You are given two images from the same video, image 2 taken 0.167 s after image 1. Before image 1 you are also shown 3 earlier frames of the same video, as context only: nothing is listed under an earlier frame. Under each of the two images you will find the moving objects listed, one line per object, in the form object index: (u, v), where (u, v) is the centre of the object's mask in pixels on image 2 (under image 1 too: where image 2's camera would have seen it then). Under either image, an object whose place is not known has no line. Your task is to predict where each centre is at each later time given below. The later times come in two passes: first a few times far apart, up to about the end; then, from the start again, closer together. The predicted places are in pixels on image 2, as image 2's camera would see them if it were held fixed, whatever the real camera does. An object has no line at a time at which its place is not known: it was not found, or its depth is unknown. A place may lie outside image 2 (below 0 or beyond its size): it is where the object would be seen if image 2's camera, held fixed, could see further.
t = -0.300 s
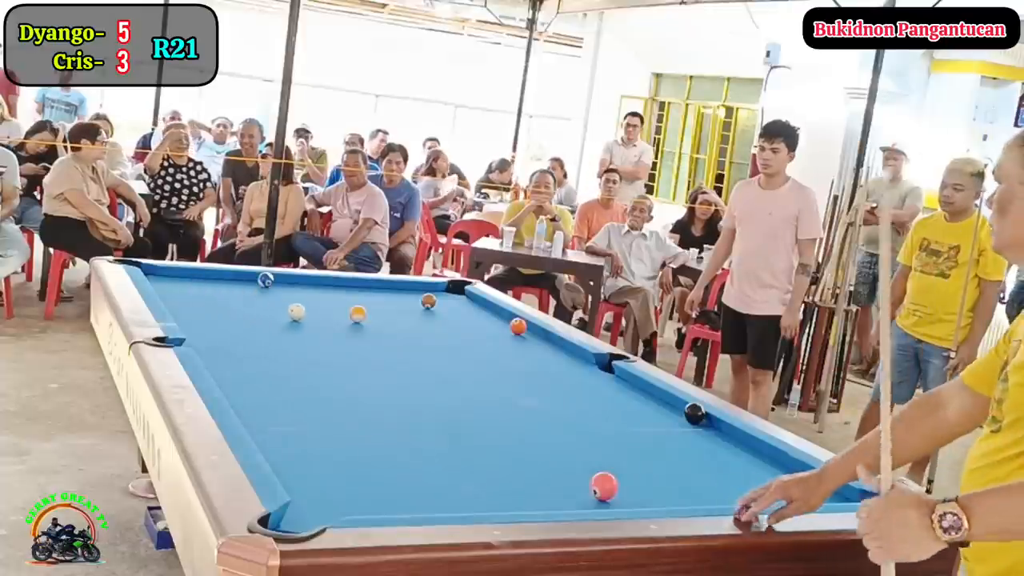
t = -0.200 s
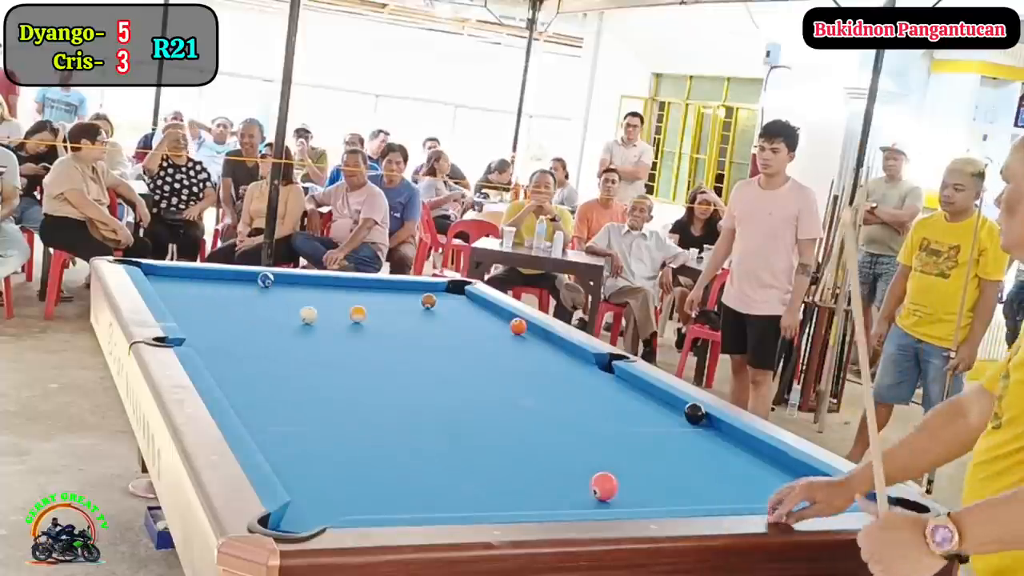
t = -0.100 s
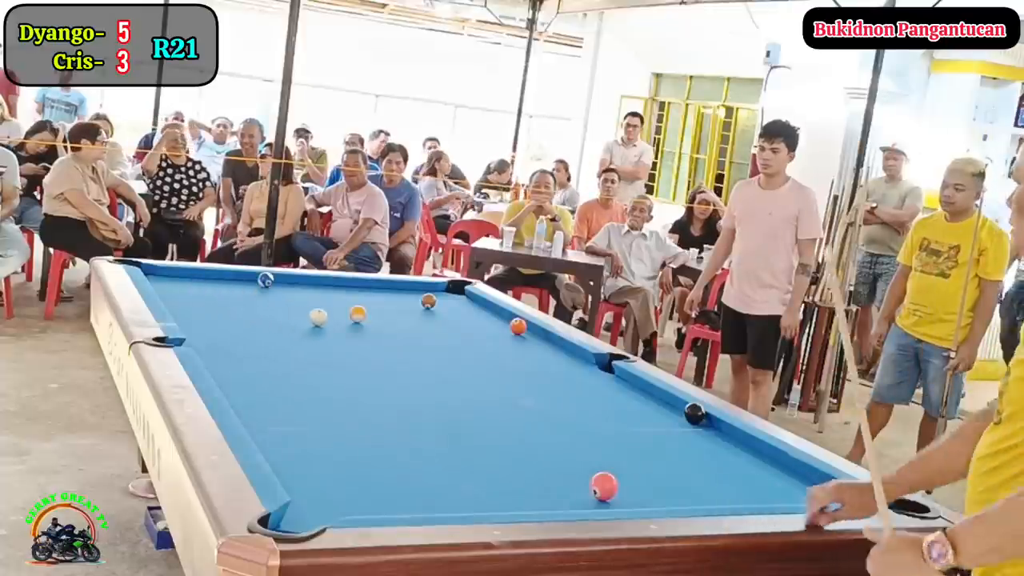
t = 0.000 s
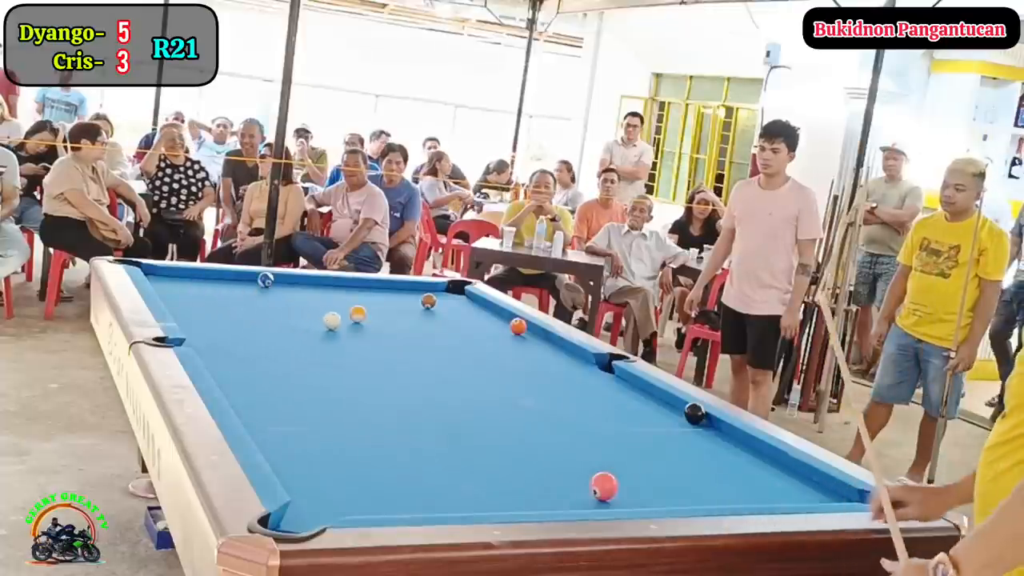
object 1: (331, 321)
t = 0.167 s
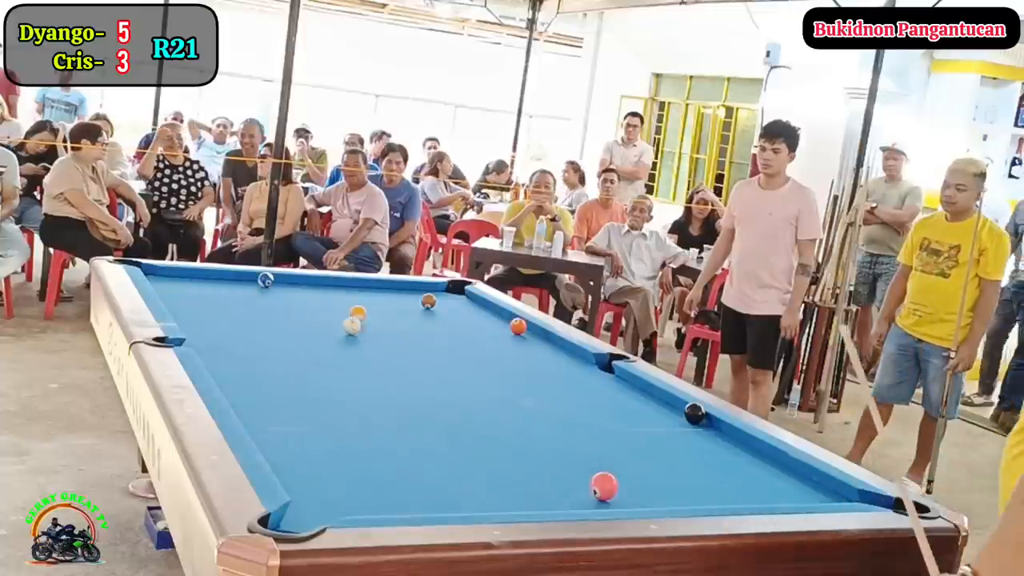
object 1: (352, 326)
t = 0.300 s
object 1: (367, 329)
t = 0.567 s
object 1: (398, 337)
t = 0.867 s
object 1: (429, 345)
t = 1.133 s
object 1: (456, 351)
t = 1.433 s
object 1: (487, 359)
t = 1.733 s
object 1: (516, 366)
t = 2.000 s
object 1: (539, 371)
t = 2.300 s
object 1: (564, 377)
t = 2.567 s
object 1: (585, 382)
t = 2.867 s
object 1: (605, 387)
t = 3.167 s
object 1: (625, 392)
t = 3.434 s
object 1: (640, 396)
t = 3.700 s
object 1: (652, 399)
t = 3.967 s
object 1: (662, 401)
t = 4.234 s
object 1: (671, 403)
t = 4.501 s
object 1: (677, 405)
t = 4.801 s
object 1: (679, 405)
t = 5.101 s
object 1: (679, 405)
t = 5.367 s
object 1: (680, 405)
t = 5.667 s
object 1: (680, 405)
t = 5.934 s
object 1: (679, 405)
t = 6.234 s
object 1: (680, 405)
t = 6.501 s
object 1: (680, 405)
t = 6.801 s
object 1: (680, 406)
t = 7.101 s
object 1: (680, 405)
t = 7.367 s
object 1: (680, 406)
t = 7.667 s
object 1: (680, 406)
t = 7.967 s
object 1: (680, 405)
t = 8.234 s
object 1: (680, 406)
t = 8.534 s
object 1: (680, 405)
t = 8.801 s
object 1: (680, 405)
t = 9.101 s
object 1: (680, 405)
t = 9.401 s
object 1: (680, 405)
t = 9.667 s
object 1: (680, 405)
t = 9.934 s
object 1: (680, 405)
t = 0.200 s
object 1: (354, 326)
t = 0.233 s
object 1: (359, 327)
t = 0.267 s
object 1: (363, 328)
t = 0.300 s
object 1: (367, 329)
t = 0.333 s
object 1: (371, 330)
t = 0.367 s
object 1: (375, 331)
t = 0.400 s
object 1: (379, 332)
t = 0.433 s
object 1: (381, 333)
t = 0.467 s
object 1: (384, 334)
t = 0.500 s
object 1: (390, 335)
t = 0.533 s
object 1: (394, 336)
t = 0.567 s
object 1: (398, 337)
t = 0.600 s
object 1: (399, 337)
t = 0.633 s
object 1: (403, 338)
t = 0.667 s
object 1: (407, 339)
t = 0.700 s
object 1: (409, 340)
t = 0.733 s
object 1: (415, 341)
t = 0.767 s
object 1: (419, 342)
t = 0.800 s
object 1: (422, 343)
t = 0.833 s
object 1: (424, 343)
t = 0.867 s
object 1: (429, 345)
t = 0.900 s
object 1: (433, 345)
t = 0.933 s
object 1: (435, 346)
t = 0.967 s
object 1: (438, 347)
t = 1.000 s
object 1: (442, 348)
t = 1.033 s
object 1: (446, 349)
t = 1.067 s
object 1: (449, 349)
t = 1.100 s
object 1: (453, 350)
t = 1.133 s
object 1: (456, 351)
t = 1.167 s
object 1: (460, 352)
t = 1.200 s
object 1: (463, 353)
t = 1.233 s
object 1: (467, 354)
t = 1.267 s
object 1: (472, 355)
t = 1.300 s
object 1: (473, 355)
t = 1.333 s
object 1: (477, 356)
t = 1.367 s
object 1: (481, 357)
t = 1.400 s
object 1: (484, 358)
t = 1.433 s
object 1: (487, 359)
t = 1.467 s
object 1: (490, 359)
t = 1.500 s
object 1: (494, 360)
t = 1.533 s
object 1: (499, 362)
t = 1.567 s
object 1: (502, 362)
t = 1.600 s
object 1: (504, 363)
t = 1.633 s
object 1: (507, 363)
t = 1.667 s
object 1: (510, 364)
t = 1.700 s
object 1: (511, 364)
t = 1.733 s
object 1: (516, 366)
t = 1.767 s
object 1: (519, 367)
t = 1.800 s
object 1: (522, 367)
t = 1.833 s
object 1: (525, 368)
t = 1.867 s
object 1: (528, 369)
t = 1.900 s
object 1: (530, 369)
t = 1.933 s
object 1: (534, 370)
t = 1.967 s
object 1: (536, 370)
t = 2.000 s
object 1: (539, 371)
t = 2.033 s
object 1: (543, 372)
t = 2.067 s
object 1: (546, 373)
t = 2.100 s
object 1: (549, 373)
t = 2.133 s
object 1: (550, 374)
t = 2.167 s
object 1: (553, 375)
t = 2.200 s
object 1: (558, 376)
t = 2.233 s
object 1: (559, 376)
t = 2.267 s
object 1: (561, 377)
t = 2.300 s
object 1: (564, 377)
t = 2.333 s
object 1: (567, 378)
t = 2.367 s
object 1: (570, 379)
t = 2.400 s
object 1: (574, 380)
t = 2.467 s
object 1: (579, 381)
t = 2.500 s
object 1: (580, 381)
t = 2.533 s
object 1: (582, 381)
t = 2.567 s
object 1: (585, 382)
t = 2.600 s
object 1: (587, 382)
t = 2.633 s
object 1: (590, 383)
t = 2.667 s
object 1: (591, 384)
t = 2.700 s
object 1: (593, 384)
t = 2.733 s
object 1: (596, 385)
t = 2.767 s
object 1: (599, 386)
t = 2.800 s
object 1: (601, 386)
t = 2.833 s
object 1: (604, 387)
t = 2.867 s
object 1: (605, 387)
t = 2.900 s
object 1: (607, 388)
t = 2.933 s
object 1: (610, 388)
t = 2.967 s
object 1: (611, 389)
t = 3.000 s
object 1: (614, 389)
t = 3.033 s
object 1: (616, 390)
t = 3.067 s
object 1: (619, 391)
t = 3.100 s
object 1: (620, 391)
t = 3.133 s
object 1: (622, 391)
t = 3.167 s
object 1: (625, 392)
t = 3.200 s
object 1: (626, 392)
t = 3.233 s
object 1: (628, 392)
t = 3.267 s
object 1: (629, 393)
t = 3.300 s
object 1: (631, 393)
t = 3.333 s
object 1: (633, 394)
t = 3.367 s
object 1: (635, 394)
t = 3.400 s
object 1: (638, 395)
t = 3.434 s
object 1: (640, 396)
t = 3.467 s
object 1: (643, 396)
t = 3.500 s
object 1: (644, 397)
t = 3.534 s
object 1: (646, 397)
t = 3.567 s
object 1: (646, 397)
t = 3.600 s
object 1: (648, 398)
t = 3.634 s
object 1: (649, 398)
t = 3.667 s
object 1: (650, 398)
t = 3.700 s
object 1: (652, 399)
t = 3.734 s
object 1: (653, 399)
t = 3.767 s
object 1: (655, 399)
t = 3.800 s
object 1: (656, 400)
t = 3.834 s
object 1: (657, 400)
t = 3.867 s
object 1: (658, 400)
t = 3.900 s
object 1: (659, 401)
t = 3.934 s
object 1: (661, 401)
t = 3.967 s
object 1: (662, 401)
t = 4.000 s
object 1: (663, 401)
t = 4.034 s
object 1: (665, 402)
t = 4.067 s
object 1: (667, 402)
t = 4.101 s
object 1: (668, 403)
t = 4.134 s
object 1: (669, 403)
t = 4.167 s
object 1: (670, 403)
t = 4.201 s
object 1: (671, 403)
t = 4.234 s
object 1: (671, 403)
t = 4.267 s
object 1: (672, 403)
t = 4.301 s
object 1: (673, 404)
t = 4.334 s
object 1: (674, 404)
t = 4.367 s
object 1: (675, 404)
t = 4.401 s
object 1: (675, 404)
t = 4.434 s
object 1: (676, 405)
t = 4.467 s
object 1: (676, 405)
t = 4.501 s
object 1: (677, 405)
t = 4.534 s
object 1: (677, 405)
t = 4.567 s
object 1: (678, 405)
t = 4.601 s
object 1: (678, 405)
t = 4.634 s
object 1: (678, 405)
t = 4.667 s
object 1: (679, 405)
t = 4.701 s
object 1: (679, 405)
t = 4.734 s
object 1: (679, 405)
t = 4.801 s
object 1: (679, 405)
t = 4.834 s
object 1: (679, 405)
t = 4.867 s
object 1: (679, 405)
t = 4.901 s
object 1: (679, 405)
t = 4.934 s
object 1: (679, 405)
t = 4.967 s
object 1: (679, 405)
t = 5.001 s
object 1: (679, 405)
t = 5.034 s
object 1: (679, 405)
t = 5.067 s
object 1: (679, 405)
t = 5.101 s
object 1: (679, 405)
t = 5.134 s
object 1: (679, 405)
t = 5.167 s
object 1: (679, 405)
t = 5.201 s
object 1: (679, 405)
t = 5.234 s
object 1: (679, 405)
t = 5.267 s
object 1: (679, 405)
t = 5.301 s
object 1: (679, 405)
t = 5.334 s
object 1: (679, 405)
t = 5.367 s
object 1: (680, 405)
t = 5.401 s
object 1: (680, 405)
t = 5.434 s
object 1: (680, 405)
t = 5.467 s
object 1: (680, 405)
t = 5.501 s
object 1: (679, 405)
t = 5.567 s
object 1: (680, 405)
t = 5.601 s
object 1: (680, 405)
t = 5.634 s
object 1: (680, 405)
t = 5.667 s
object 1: (680, 405)
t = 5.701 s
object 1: (680, 405)
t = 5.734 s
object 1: (680, 405)
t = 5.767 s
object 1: (680, 405)
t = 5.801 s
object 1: (680, 405)
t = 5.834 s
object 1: (680, 405)
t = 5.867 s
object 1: (680, 405)
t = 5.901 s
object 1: (680, 405)
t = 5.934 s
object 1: (679, 405)
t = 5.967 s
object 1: (680, 405)
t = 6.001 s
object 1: (680, 405)
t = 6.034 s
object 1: (680, 405)
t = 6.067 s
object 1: (680, 405)
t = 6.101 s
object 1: (680, 405)
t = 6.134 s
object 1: (680, 405)
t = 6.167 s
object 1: (680, 405)
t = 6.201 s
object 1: (680, 405)
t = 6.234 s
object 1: (680, 405)
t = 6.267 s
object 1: (680, 405)
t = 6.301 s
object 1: (680, 405)
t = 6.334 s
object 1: (680, 405)
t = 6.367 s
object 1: (680, 405)
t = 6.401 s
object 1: (680, 405)
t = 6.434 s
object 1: (680, 405)
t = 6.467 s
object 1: (680, 405)
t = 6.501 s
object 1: (680, 405)
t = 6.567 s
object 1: (680, 406)
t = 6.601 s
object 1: (680, 406)
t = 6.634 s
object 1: (680, 405)
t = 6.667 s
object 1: (680, 405)
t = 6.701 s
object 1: (680, 406)
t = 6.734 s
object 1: (680, 406)
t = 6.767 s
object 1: (680, 405)
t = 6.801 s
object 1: (680, 406)
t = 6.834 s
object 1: (680, 406)
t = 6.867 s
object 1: (680, 406)
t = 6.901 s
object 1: (680, 406)
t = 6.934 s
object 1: (680, 405)
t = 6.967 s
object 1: (680, 406)
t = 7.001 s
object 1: (680, 406)
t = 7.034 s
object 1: (680, 406)
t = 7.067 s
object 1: (680, 405)
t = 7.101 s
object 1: (680, 405)
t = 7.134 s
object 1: (680, 406)
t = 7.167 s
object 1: (680, 406)
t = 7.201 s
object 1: (680, 405)
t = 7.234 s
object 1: (680, 406)
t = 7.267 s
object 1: (680, 406)
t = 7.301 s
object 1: (680, 406)
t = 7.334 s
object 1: (680, 406)
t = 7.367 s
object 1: (680, 406)
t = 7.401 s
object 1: (680, 406)
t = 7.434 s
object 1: (680, 406)
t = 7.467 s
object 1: (680, 406)
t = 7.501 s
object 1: (680, 406)
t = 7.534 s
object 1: (680, 406)
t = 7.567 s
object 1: (680, 406)
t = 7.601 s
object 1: (680, 406)
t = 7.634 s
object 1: (680, 406)
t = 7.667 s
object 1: (680, 406)
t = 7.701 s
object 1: (680, 406)
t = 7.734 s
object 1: (680, 406)
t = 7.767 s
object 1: (680, 406)
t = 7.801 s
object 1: (680, 405)
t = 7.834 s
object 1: (680, 406)
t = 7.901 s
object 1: (680, 406)
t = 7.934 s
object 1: (680, 405)
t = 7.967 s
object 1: (680, 405)
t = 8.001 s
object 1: (680, 406)
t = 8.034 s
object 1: (680, 405)
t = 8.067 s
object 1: (680, 405)
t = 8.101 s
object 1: (680, 405)
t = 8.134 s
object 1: (680, 405)
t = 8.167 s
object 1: (680, 405)
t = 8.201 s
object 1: (680, 405)
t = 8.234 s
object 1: (680, 406)
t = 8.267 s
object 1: (680, 405)
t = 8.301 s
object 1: (680, 405)
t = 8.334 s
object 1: (680, 405)
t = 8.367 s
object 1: (680, 405)
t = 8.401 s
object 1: (680, 405)
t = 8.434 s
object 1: (680, 405)
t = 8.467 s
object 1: (680, 405)
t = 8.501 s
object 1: (680, 405)
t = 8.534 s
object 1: (680, 405)
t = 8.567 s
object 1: (680, 405)
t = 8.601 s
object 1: (680, 405)
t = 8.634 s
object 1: (680, 405)
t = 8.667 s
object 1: (680, 405)
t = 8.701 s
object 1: (680, 405)
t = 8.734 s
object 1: (680, 405)
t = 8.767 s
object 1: (680, 405)
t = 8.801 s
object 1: (680, 405)
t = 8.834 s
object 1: (680, 405)
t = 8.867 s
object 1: (680, 406)
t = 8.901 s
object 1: (680, 405)
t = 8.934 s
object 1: (680, 405)
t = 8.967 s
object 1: (680, 405)
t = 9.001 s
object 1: (680, 405)
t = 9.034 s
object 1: (680, 405)
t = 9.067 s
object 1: (680, 405)
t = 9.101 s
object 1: (680, 405)
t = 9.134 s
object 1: (680, 405)
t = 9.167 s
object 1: (680, 405)
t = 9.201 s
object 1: (680, 405)
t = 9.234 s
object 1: (680, 405)
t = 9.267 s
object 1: (680, 405)
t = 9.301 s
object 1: (680, 405)
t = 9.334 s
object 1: (680, 405)
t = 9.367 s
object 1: (680, 405)
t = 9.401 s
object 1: (680, 405)
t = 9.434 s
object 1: (680, 405)
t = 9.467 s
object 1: (680, 405)
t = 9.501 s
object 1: (680, 405)
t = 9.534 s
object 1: (680, 405)
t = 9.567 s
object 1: (680, 405)
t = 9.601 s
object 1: (680, 405)
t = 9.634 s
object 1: (680, 405)
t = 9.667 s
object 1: (680, 405)
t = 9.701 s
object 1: (680, 405)
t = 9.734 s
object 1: (680, 405)
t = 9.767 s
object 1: (680, 405)
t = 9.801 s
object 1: (680, 405)
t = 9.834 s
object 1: (680, 405)
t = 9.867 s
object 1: (680, 405)
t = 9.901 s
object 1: (680, 405)
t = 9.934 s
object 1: (680, 405)
